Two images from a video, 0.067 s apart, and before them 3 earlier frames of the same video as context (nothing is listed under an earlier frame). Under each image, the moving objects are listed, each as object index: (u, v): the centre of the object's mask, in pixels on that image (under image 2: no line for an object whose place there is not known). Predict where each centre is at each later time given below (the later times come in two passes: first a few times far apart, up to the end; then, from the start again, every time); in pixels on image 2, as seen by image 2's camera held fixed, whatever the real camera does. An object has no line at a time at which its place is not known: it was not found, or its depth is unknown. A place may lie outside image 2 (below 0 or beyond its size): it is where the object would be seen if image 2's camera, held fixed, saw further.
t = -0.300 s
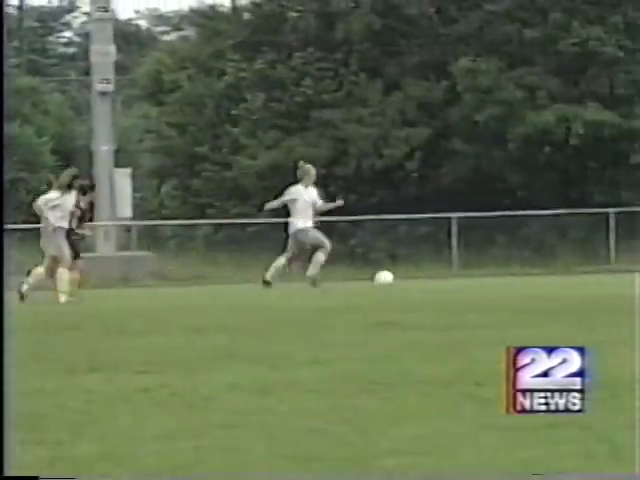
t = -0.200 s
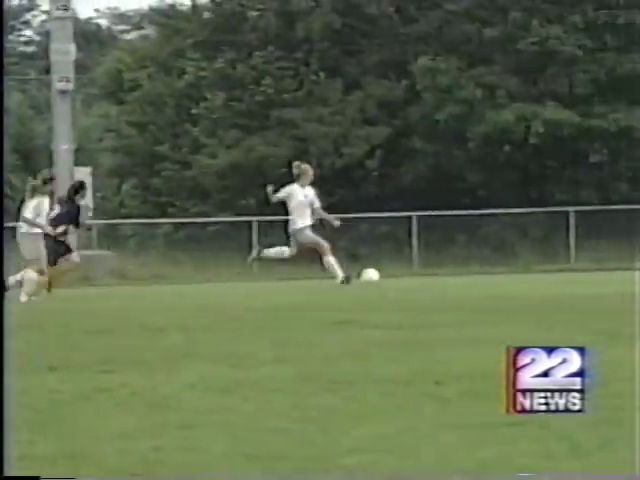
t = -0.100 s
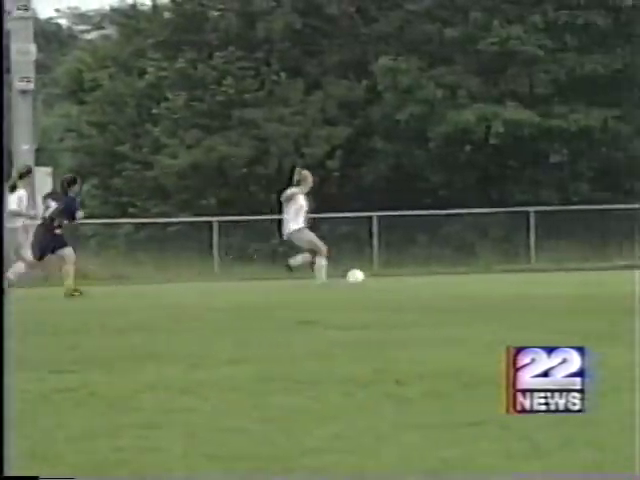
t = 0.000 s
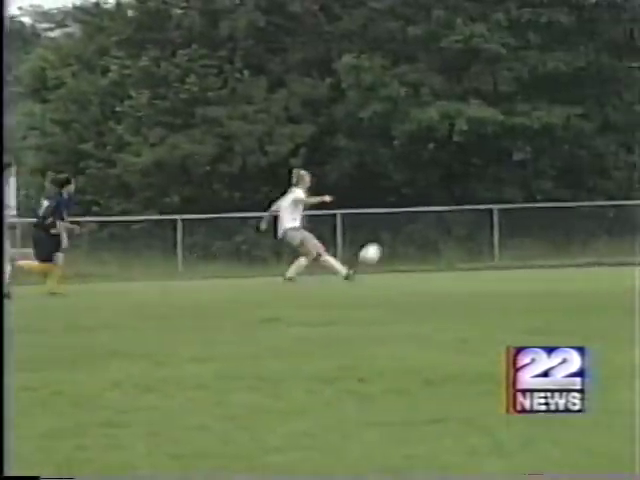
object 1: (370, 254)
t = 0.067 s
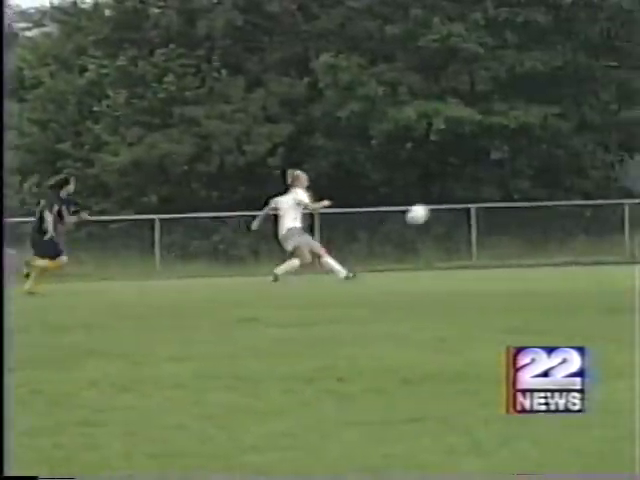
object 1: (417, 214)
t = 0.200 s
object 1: (554, 143)
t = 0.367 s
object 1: (728, 65)
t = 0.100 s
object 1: (451, 195)
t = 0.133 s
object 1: (486, 178)
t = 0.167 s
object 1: (520, 160)
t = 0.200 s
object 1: (554, 143)
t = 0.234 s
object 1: (589, 126)
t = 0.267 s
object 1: (624, 110)
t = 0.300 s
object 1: (658, 94)
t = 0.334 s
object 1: (694, 79)
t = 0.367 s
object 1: (728, 65)
